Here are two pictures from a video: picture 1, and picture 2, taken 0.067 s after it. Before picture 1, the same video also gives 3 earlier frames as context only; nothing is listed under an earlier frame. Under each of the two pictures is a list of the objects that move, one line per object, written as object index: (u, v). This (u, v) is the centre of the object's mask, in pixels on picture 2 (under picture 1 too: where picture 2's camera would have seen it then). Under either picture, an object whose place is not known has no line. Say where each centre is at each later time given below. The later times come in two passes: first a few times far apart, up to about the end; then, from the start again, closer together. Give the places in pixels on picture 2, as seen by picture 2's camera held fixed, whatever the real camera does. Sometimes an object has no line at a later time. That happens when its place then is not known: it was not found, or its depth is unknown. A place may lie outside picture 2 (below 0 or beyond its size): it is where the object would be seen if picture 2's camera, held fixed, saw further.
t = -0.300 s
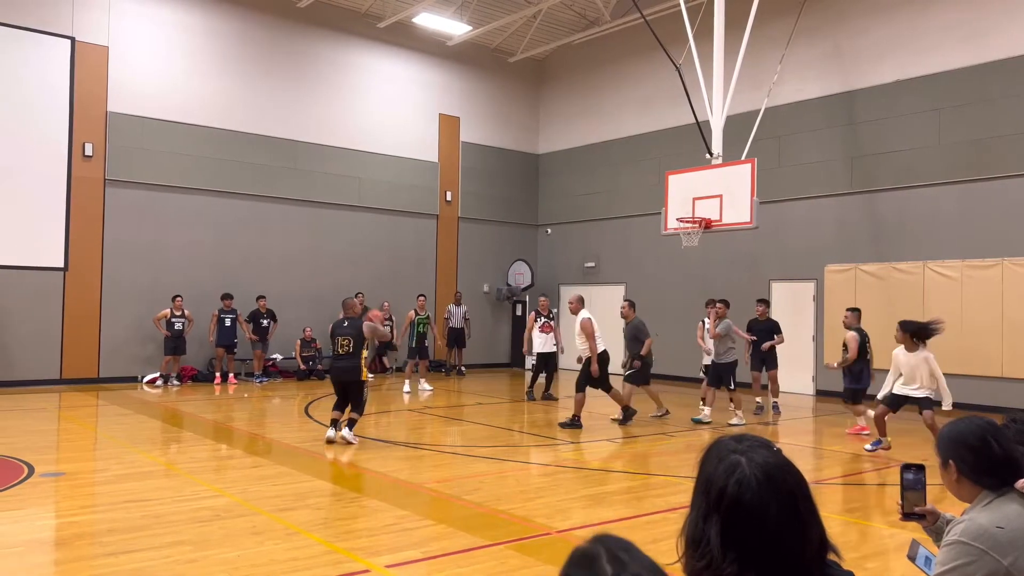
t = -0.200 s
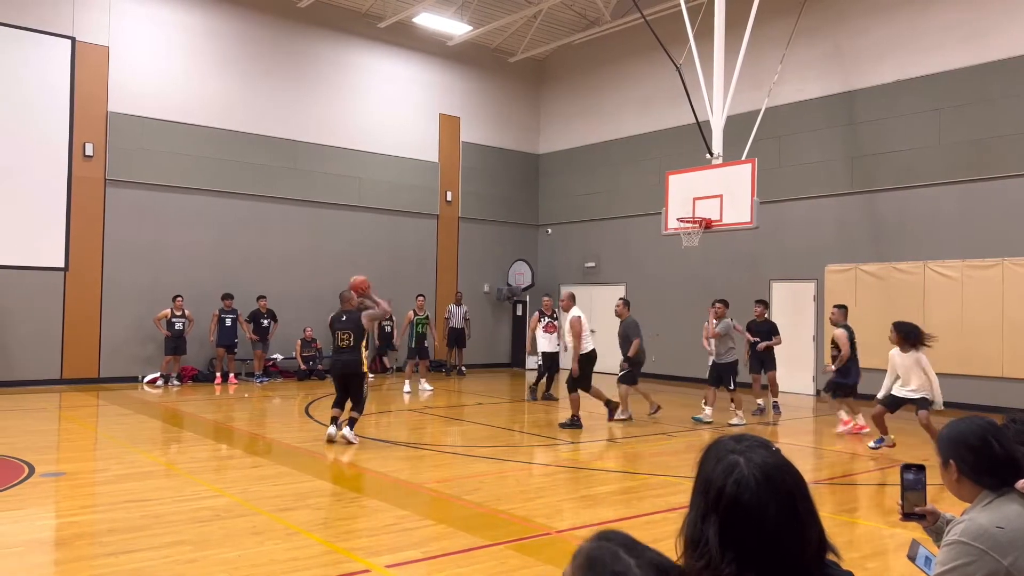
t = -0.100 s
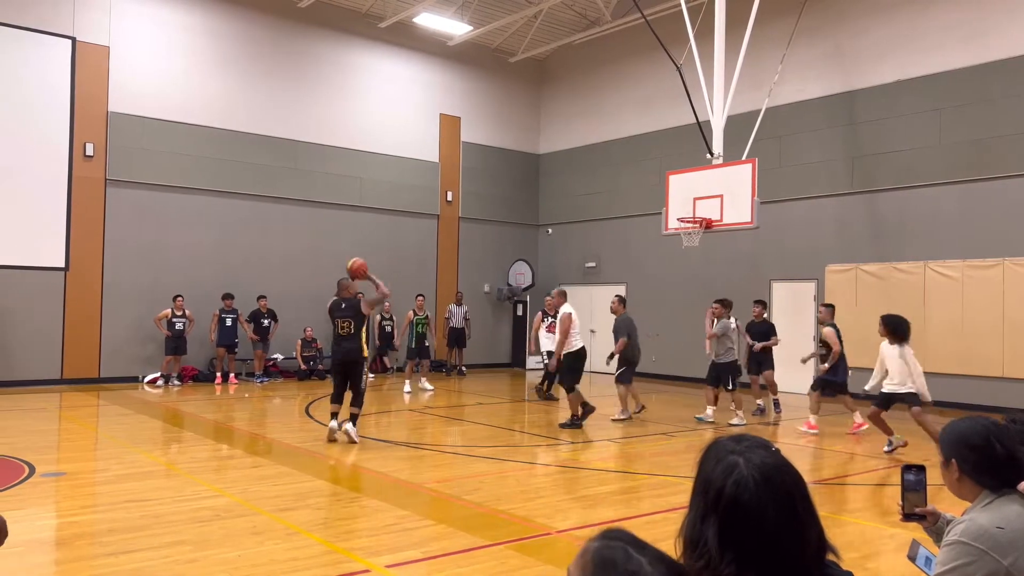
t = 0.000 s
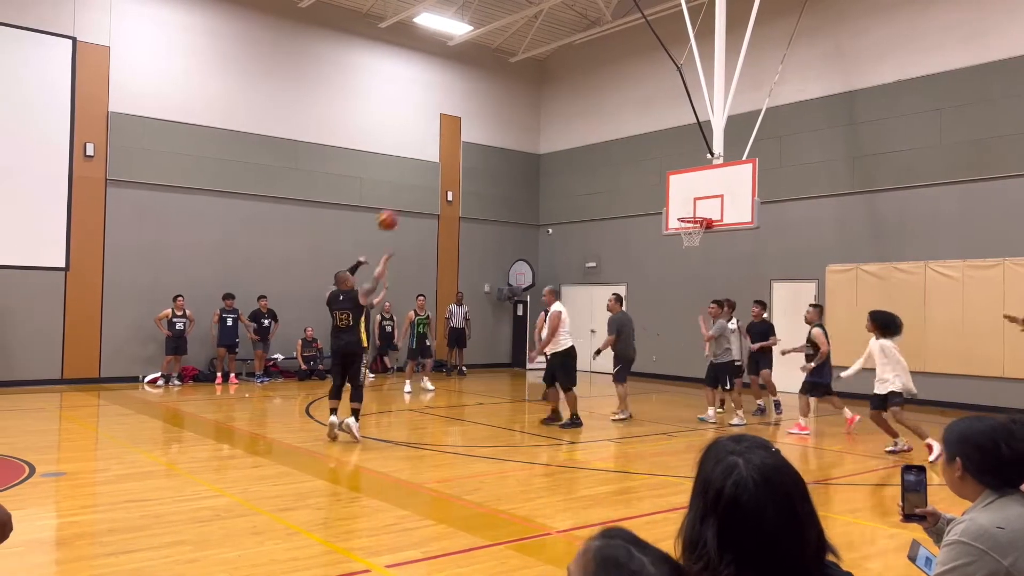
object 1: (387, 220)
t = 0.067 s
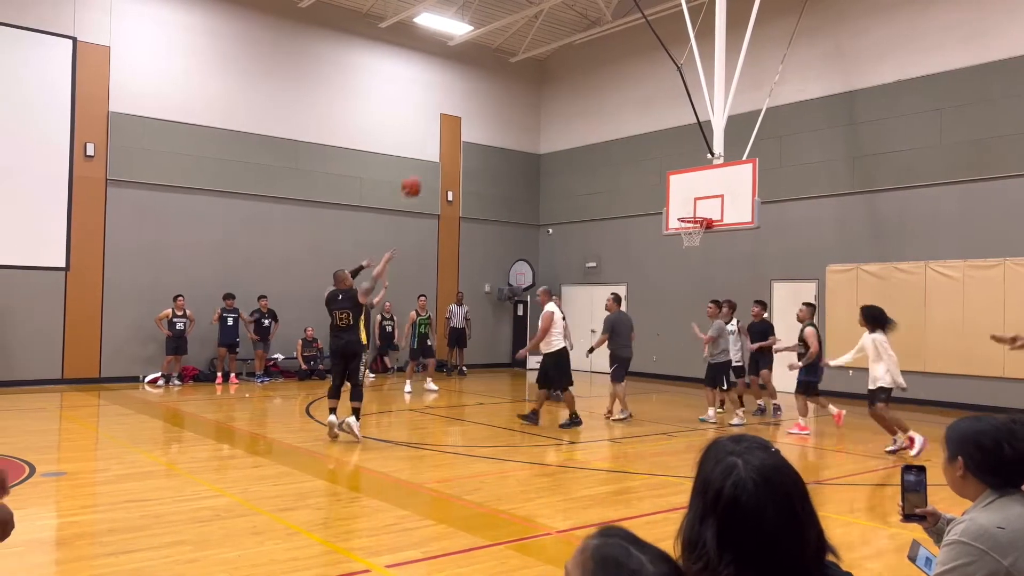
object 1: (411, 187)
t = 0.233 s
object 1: (466, 125)
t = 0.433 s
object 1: (523, 86)
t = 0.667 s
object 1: (582, 80)
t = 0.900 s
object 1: (632, 110)
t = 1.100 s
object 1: (670, 158)
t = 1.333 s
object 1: (685, 219)
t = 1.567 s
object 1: (676, 228)
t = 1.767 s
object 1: (679, 232)
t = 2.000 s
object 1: (698, 251)
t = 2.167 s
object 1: (710, 280)
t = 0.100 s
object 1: (422, 173)
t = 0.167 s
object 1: (445, 147)
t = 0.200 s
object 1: (455, 135)
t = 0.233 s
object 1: (466, 125)
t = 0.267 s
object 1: (476, 117)
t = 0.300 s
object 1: (486, 109)
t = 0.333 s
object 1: (496, 101)
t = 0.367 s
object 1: (505, 96)
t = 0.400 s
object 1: (515, 90)
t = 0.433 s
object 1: (523, 86)
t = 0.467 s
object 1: (533, 82)
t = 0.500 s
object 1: (541, 80)
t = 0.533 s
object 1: (550, 79)
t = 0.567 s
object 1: (558, 78)
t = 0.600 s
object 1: (566, 78)
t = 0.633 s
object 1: (574, 79)
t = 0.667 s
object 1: (582, 80)
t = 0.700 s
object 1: (589, 83)
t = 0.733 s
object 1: (597, 86)
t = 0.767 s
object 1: (604, 89)
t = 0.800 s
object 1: (611, 93)
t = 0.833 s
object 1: (619, 98)
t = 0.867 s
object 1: (626, 104)
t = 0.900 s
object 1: (632, 110)
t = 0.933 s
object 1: (639, 117)
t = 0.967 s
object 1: (645, 124)
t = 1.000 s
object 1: (652, 132)
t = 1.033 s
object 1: (658, 140)
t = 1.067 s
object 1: (664, 148)
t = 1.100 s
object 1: (670, 158)
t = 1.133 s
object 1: (675, 167)
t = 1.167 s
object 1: (681, 178)
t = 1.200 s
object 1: (687, 189)
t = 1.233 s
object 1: (692, 200)
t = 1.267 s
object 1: (698, 211)
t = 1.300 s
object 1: (695, 217)
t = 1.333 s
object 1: (685, 219)
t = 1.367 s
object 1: (692, 220)
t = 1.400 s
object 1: (700, 219)
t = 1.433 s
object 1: (695, 223)
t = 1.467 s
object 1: (686, 226)
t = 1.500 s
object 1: (681, 229)
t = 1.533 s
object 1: (677, 229)
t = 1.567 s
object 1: (676, 228)
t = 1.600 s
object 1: (674, 227)
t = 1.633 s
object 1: (675, 227)
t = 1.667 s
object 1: (675, 228)
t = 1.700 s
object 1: (676, 229)
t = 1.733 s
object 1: (678, 230)
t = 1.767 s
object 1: (679, 232)
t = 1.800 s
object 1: (683, 234)
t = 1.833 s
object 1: (685, 235)
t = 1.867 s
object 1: (687, 238)
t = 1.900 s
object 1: (690, 240)
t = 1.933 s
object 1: (693, 243)
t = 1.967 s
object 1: (695, 248)
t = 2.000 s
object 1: (698, 251)
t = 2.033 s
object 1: (701, 255)
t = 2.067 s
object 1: (703, 261)
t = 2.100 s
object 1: (706, 266)
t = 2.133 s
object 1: (708, 273)
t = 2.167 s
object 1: (710, 280)
